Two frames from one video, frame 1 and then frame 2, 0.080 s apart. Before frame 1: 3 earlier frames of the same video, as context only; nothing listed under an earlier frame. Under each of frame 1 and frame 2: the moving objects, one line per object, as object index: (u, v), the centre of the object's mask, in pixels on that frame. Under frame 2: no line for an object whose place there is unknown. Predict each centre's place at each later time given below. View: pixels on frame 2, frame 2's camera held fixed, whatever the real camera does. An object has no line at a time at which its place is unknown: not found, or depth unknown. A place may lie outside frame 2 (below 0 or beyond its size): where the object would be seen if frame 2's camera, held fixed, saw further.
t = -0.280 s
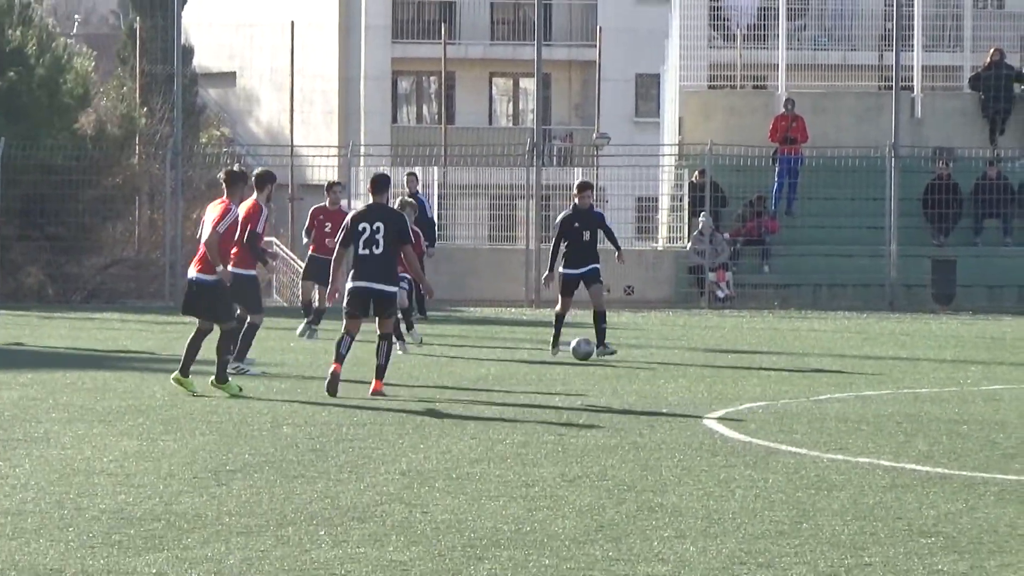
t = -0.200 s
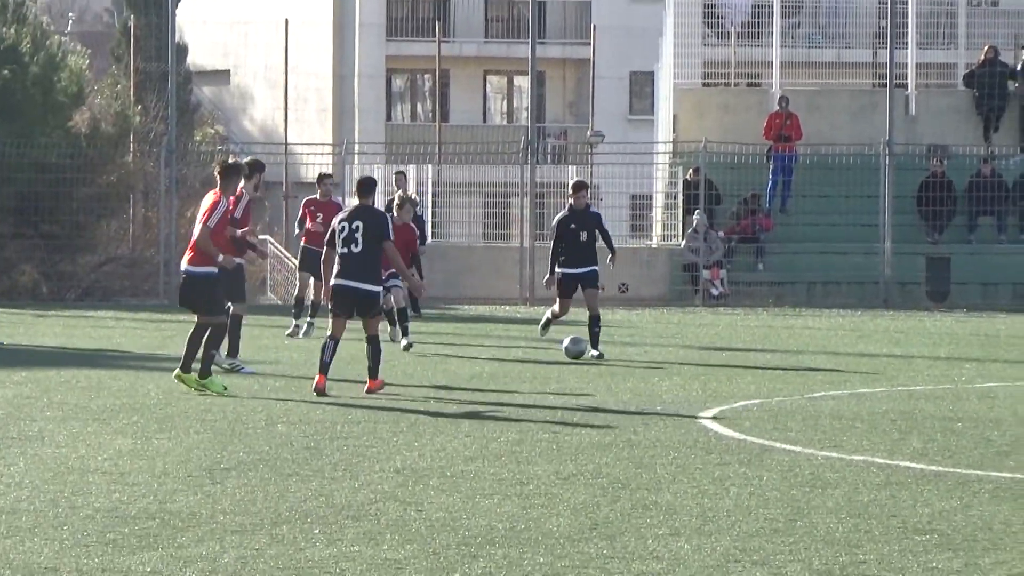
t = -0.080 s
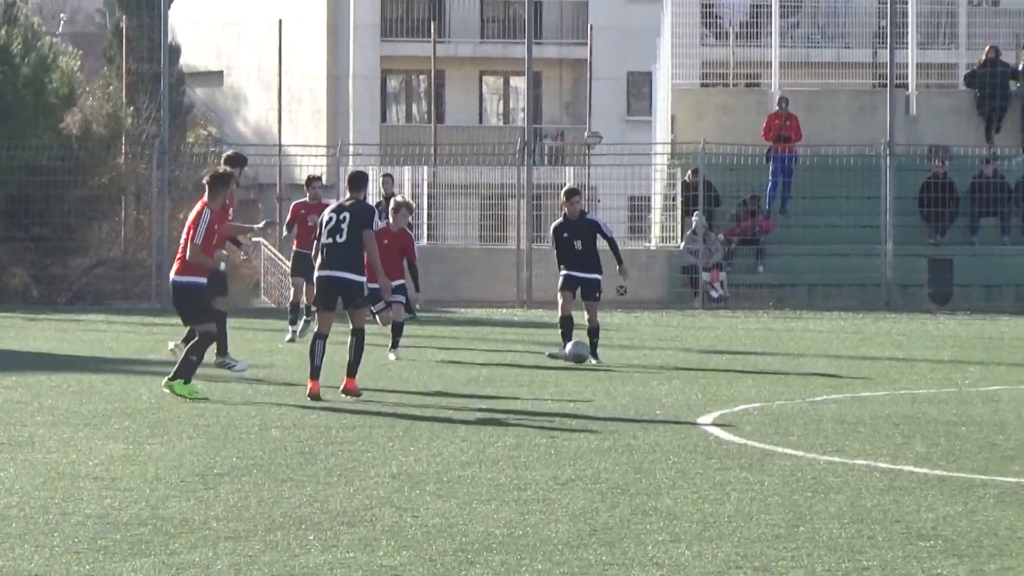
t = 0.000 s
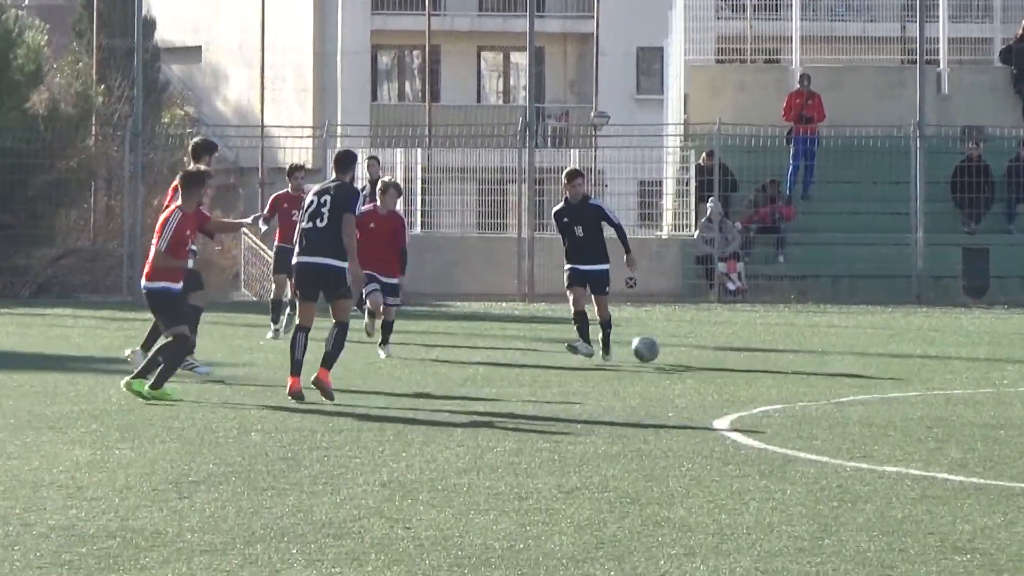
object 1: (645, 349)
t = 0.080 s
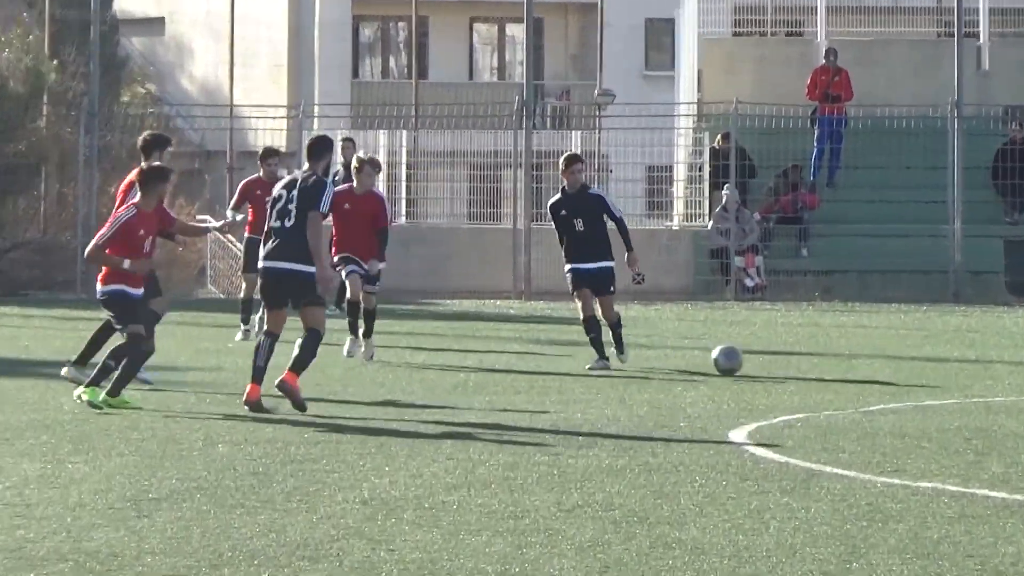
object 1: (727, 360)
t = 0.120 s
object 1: (764, 369)
